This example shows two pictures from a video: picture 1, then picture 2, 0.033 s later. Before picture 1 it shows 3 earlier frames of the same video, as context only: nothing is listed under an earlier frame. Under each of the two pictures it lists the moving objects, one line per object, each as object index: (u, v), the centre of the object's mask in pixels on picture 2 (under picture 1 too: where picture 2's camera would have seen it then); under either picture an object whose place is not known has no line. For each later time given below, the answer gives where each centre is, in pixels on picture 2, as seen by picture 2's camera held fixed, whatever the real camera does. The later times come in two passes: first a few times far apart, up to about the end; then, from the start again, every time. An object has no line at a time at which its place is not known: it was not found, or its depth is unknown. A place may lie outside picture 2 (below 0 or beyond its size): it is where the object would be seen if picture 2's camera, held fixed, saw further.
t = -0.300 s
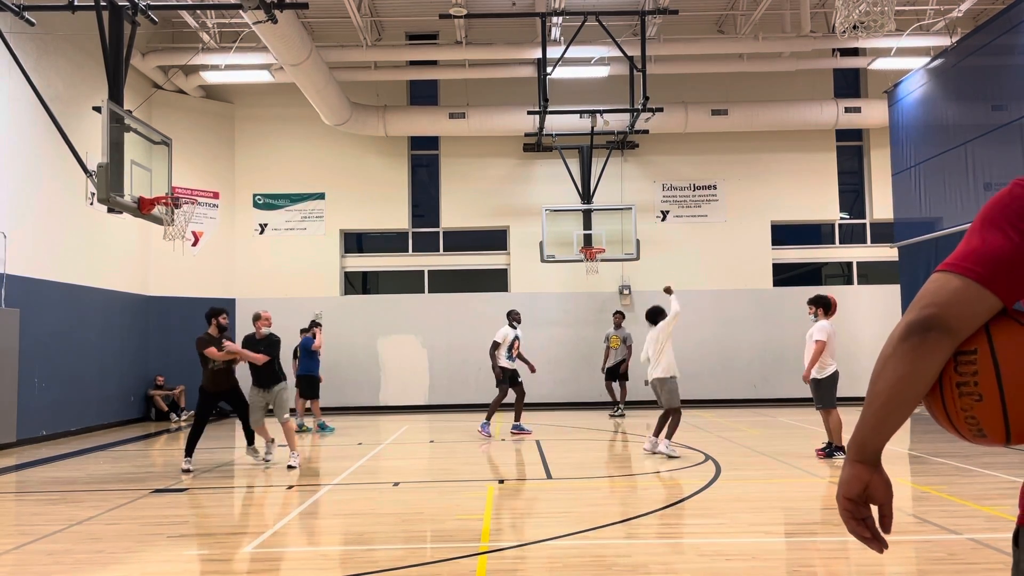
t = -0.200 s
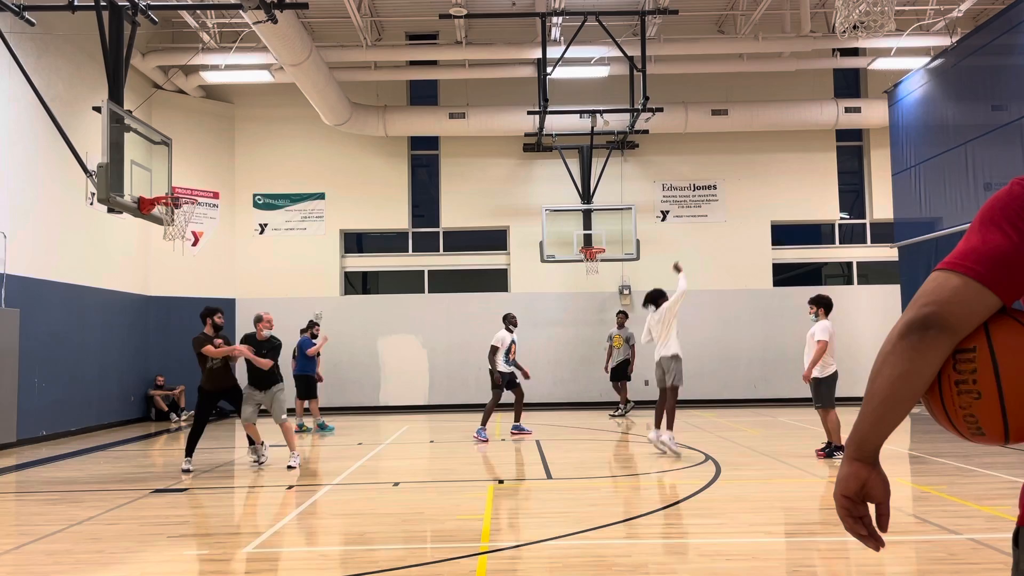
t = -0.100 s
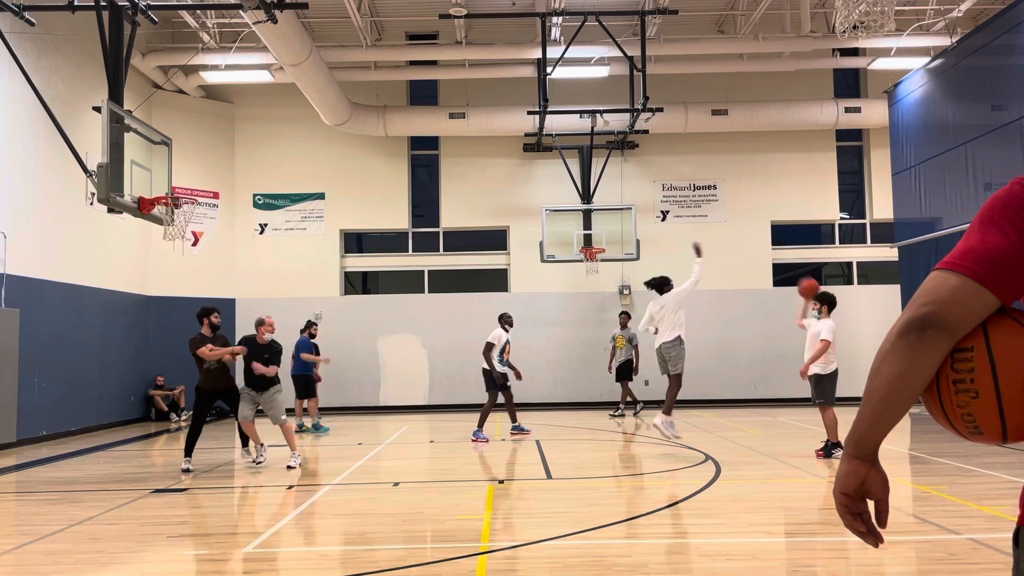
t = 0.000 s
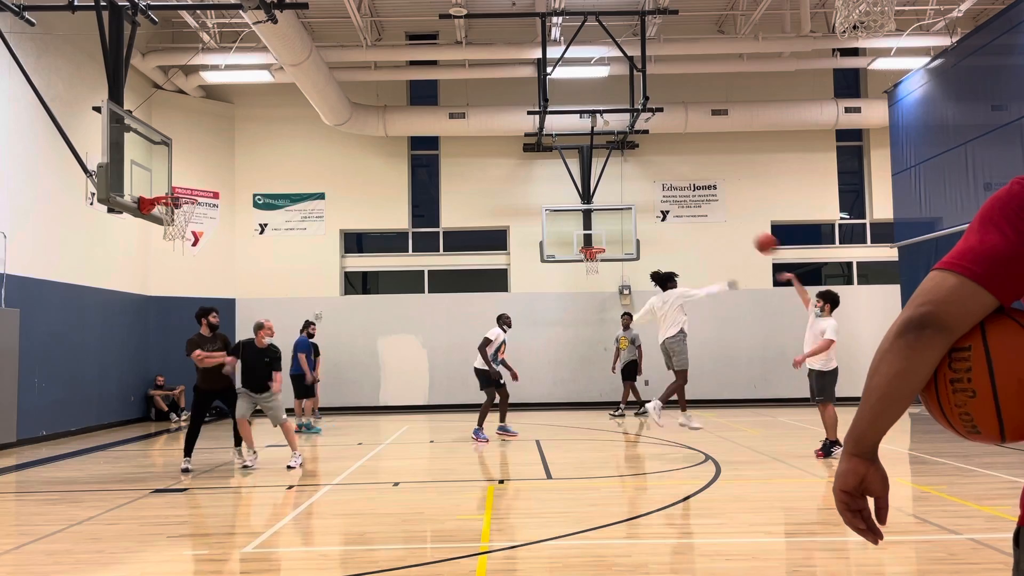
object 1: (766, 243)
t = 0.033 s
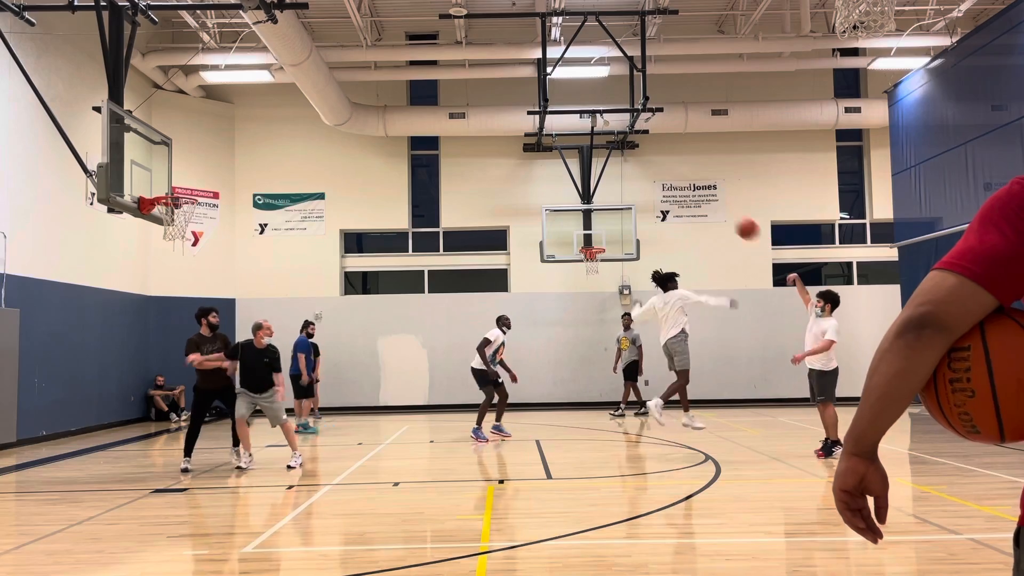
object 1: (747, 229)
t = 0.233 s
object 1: (637, 162)
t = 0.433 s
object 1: (526, 128)
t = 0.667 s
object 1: (394, 132)
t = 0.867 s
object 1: (276, 176)
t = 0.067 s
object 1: (729, 215)
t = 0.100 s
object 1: (711, 203)
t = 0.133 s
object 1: (692, 191)
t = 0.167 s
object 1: (674, 180)
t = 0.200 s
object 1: (655, 171)
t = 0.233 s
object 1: (637, 162)
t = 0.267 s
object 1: (619, 154)
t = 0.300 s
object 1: (600, 147)
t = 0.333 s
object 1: (582, 141)
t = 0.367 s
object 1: (564, 135)
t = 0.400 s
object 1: (546, 131)
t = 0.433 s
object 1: (526, 128)
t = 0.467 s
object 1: (508, 126)
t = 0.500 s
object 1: (489, 124)
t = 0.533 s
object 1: (470, 125)
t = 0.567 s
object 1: (451, 125)
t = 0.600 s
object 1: (432, 126)
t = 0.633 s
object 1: (413, 129)
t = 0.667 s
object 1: (394, 132)
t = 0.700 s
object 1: (375, 137)
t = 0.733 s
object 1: (355, 143)
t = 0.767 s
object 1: (335, 149)
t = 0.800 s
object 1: (316, 157)
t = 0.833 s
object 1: (296, 166)
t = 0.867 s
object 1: (276, 176)
